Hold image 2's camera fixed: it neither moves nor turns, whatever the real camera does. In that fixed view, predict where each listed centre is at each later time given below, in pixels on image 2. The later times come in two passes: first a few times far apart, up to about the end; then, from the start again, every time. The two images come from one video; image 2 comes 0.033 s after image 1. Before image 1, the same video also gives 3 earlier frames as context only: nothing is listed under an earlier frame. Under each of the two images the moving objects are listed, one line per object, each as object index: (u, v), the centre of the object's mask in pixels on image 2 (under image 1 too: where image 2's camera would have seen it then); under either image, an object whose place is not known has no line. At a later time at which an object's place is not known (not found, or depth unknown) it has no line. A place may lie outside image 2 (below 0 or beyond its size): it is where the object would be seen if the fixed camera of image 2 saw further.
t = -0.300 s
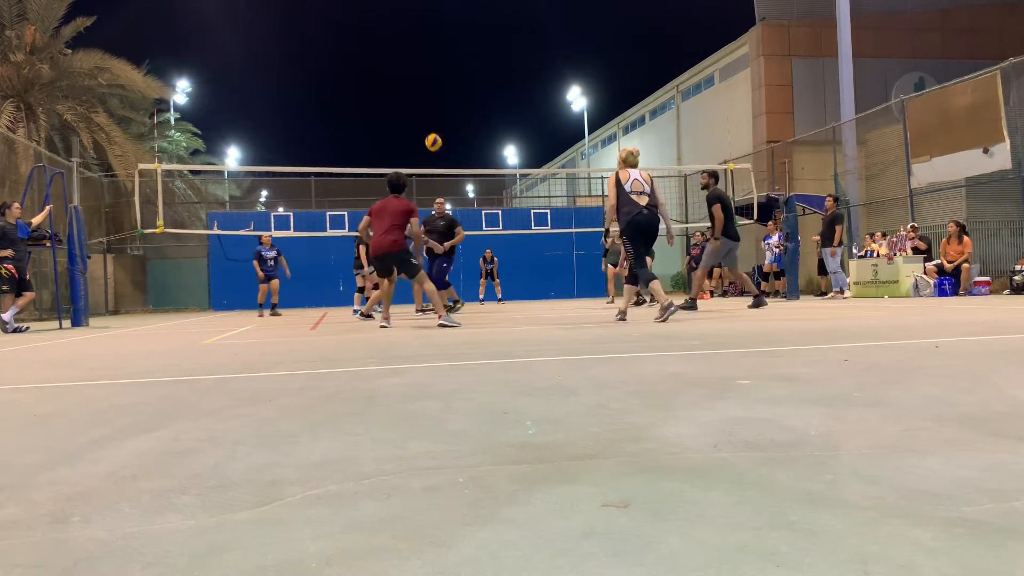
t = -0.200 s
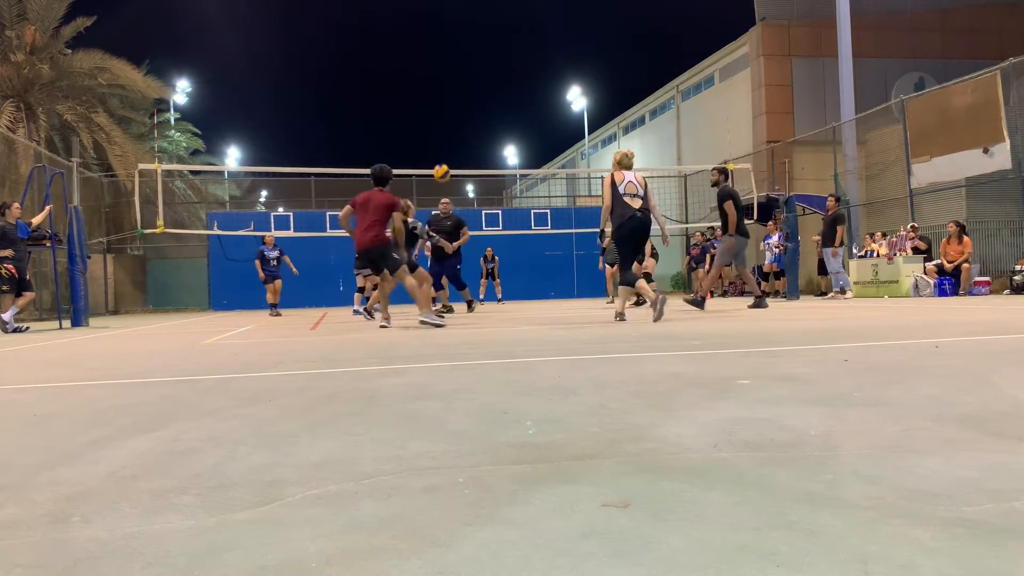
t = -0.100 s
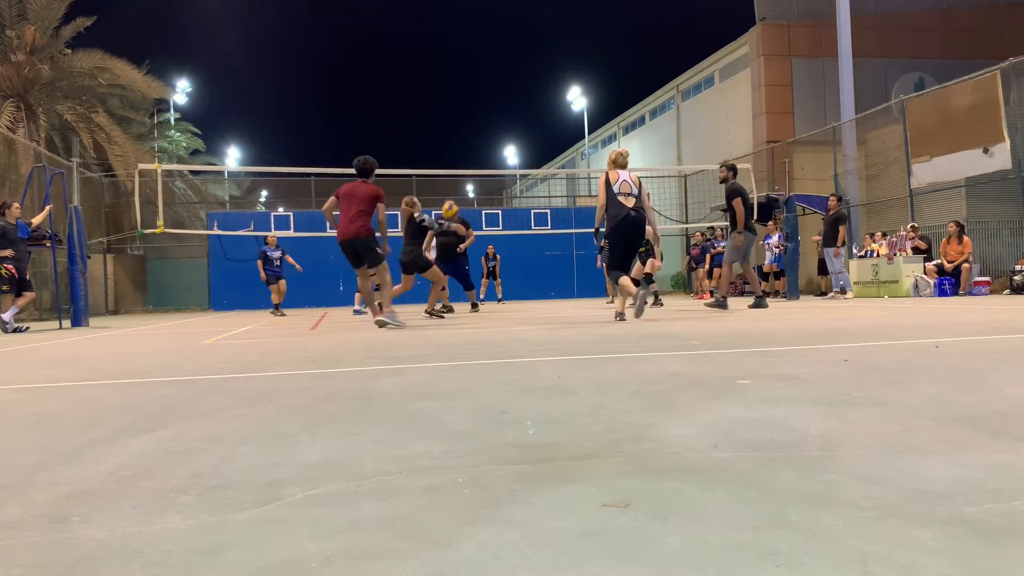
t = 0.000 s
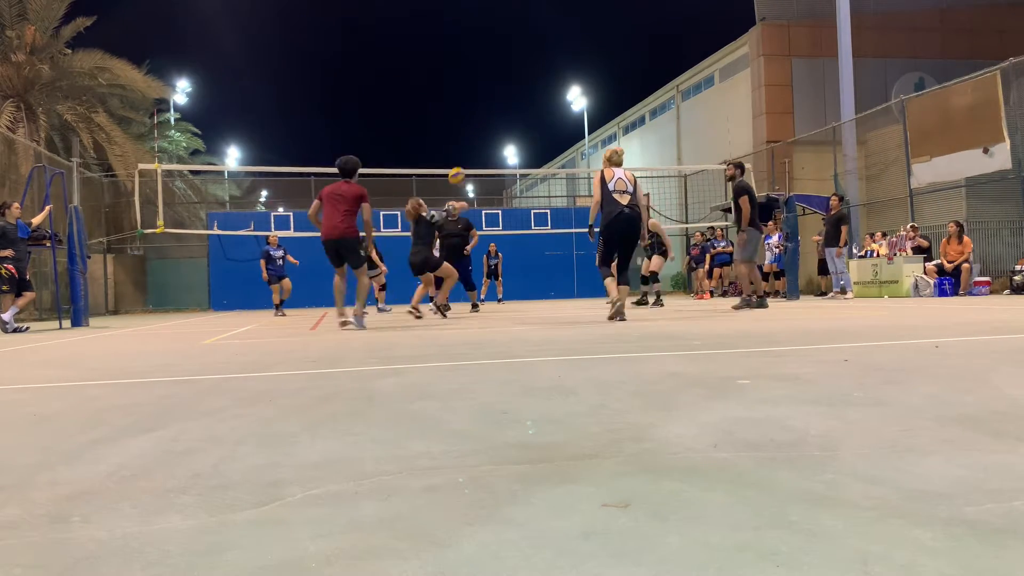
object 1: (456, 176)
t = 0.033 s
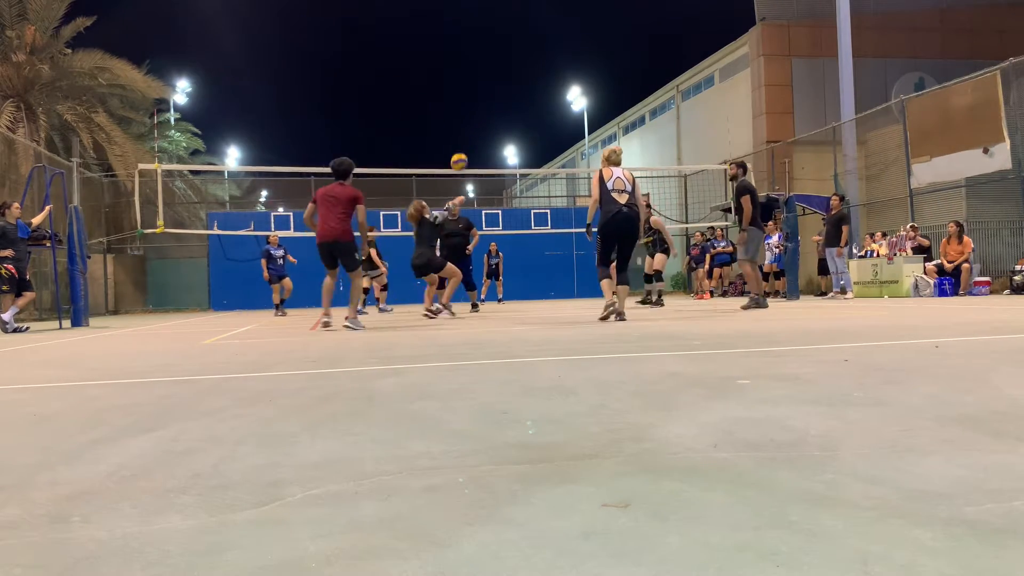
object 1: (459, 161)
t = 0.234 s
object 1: (472, 96)
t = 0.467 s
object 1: (489, 59)
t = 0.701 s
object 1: (507, 65)
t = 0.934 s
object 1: (525, 111)
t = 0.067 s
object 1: (461, 149)
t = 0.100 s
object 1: (463, 137)
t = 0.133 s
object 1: (465, 125)
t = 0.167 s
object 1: (468, 114)
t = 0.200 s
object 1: (470, 105)
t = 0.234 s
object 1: (472, 96)
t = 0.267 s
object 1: (474, 88)
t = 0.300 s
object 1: (477, 81)
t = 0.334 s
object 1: (479, 75)
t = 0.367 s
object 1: (481, 70)
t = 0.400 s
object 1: (484, 65)
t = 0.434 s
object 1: (486, 62)
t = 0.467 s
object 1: (489, 59)
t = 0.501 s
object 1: (491, 58)
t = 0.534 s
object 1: (494, 57)
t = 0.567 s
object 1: (496, 57)
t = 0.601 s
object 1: (499, 58)
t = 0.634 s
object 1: (502, 59)
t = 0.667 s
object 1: (504, 62)
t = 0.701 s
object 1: (507, 65)
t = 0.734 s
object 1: (509, 69)
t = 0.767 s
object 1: (512, 74)
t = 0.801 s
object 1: (515, 80)
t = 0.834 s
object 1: (517, 87)
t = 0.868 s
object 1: (520, 94)
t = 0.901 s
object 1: (523, 102)
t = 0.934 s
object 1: (525, 111)
